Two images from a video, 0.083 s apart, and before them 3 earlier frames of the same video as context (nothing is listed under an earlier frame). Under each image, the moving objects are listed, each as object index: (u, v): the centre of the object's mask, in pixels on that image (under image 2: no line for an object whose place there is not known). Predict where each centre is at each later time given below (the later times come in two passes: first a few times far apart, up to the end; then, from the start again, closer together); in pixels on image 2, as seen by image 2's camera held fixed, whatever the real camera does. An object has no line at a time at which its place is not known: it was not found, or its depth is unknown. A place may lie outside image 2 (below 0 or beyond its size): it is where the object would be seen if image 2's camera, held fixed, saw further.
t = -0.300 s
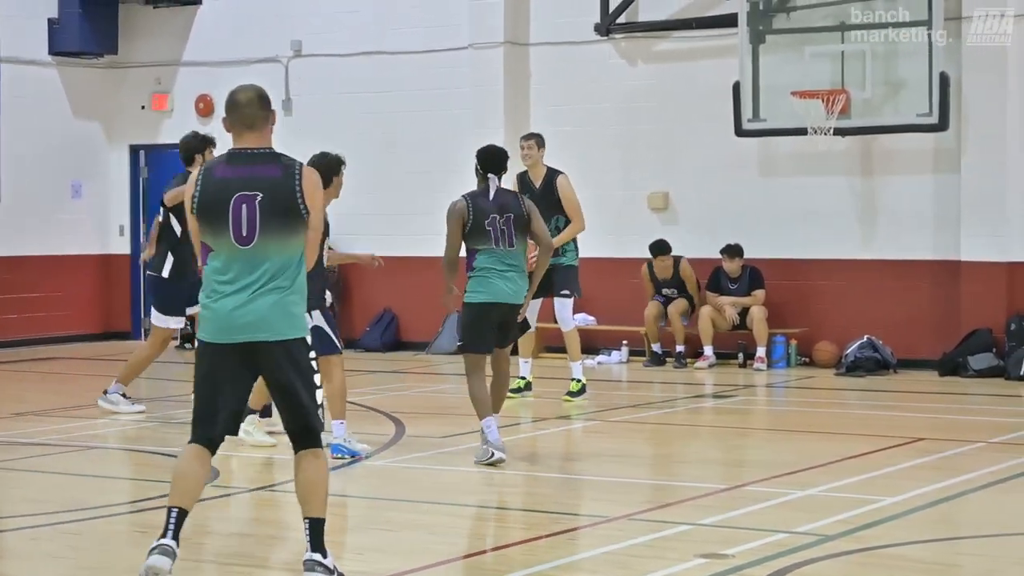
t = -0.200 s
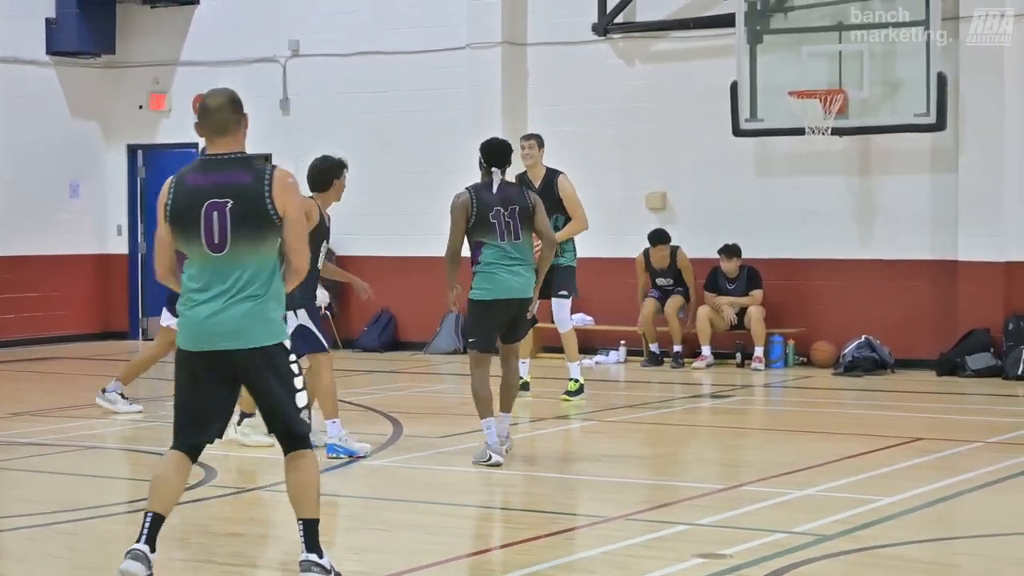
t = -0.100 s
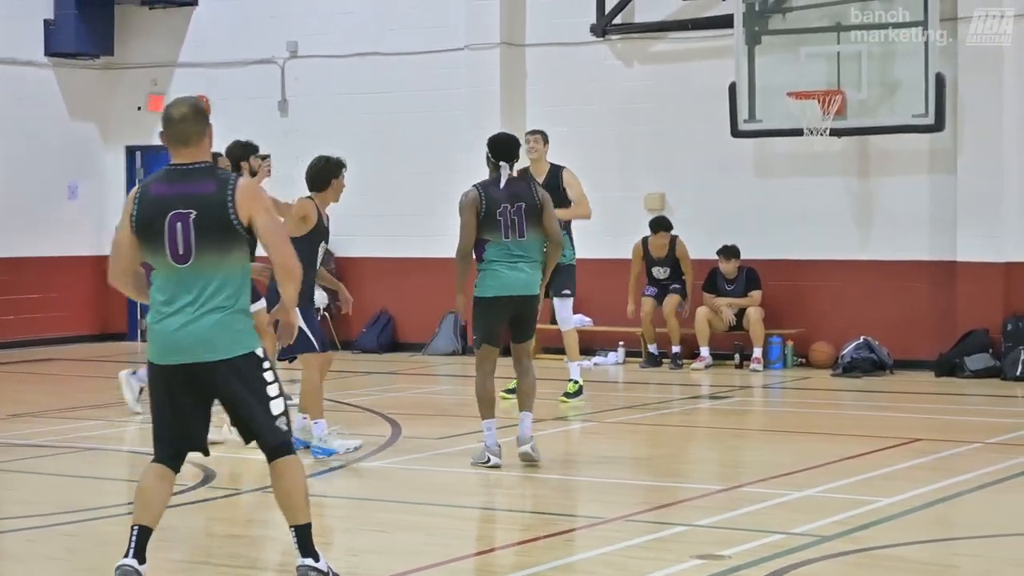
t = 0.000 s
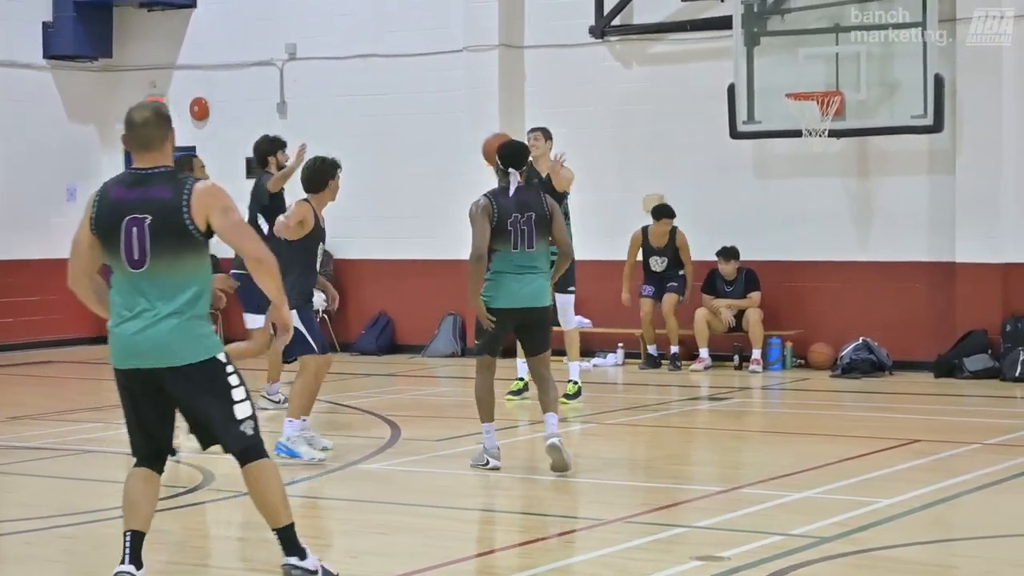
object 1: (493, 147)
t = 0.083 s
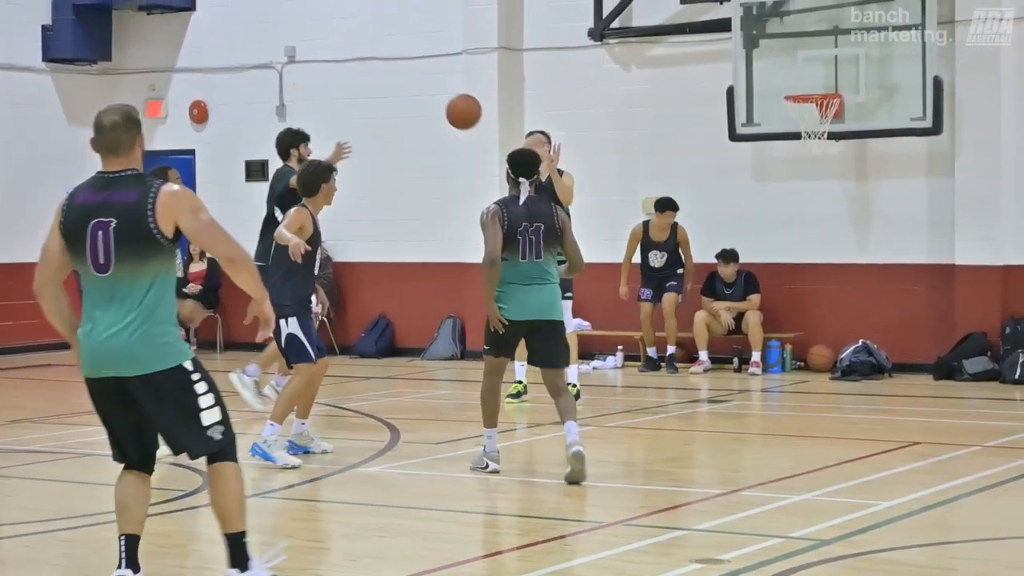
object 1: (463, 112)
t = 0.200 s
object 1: (407, 64)
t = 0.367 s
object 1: (310, 20)
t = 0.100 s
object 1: (456, 104)
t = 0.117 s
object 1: (449, 97)
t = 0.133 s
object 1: (441, 90)
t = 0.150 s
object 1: (433, 83)
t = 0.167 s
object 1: (425, 76)
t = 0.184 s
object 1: (416, 70)
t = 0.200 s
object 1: (407, 64)
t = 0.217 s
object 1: (399, 58)
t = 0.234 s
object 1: (390, 53)
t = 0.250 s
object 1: (381, 48)
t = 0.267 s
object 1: (371, 43)
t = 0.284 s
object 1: (362, 38)
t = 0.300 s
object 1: (352, 34)
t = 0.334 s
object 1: (332, 26)
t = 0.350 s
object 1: (321, 23)
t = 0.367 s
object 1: (310, 20)
